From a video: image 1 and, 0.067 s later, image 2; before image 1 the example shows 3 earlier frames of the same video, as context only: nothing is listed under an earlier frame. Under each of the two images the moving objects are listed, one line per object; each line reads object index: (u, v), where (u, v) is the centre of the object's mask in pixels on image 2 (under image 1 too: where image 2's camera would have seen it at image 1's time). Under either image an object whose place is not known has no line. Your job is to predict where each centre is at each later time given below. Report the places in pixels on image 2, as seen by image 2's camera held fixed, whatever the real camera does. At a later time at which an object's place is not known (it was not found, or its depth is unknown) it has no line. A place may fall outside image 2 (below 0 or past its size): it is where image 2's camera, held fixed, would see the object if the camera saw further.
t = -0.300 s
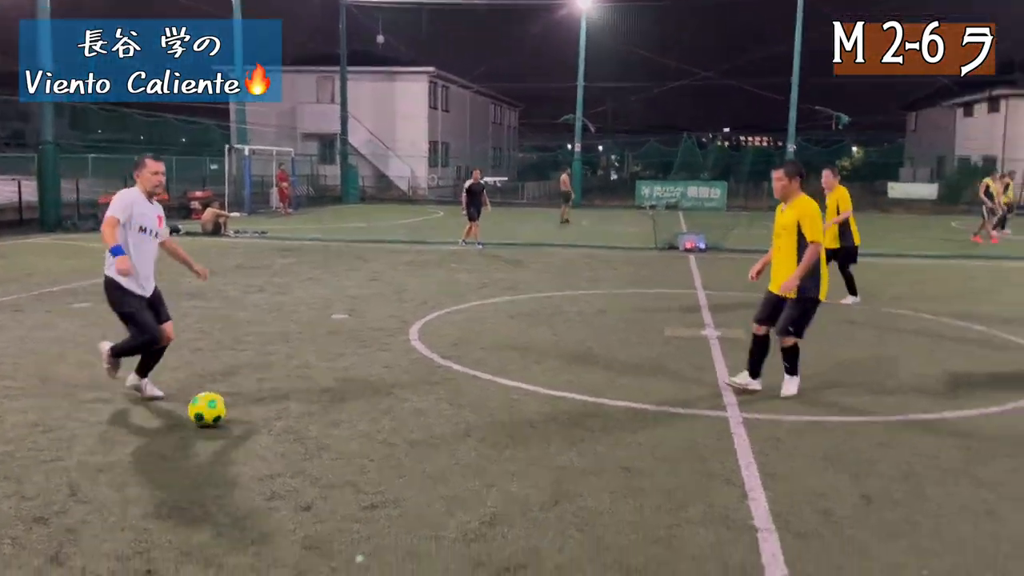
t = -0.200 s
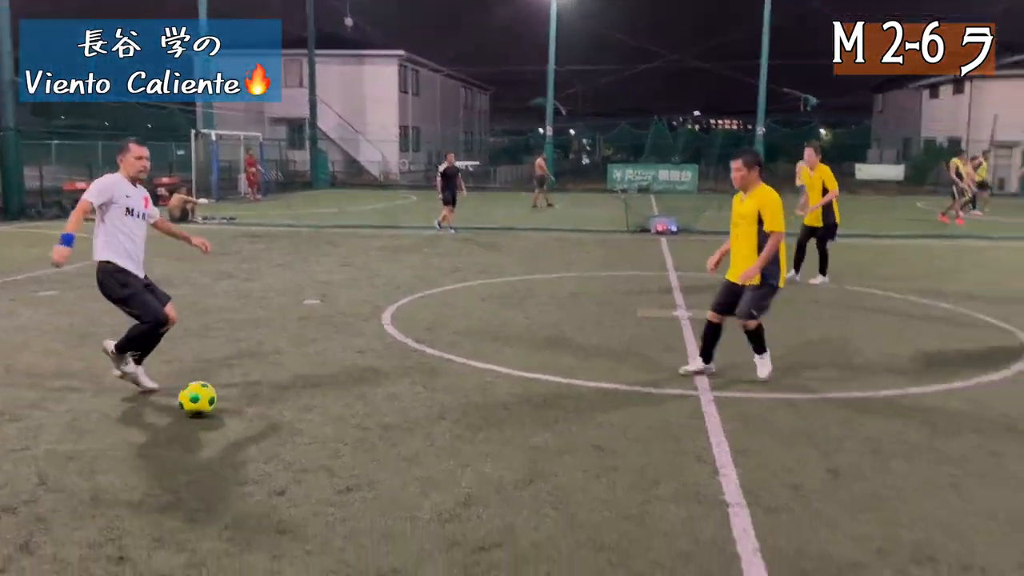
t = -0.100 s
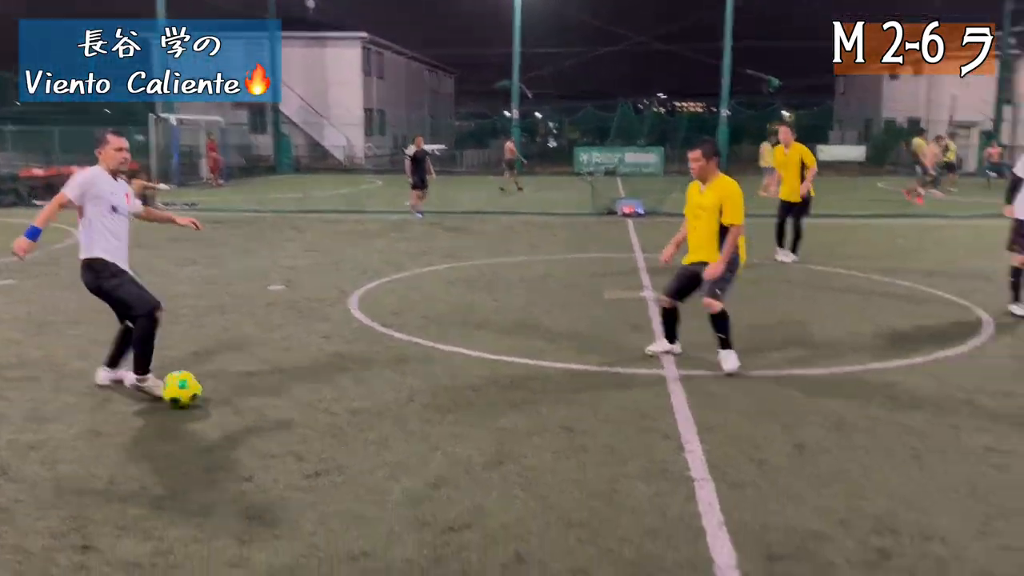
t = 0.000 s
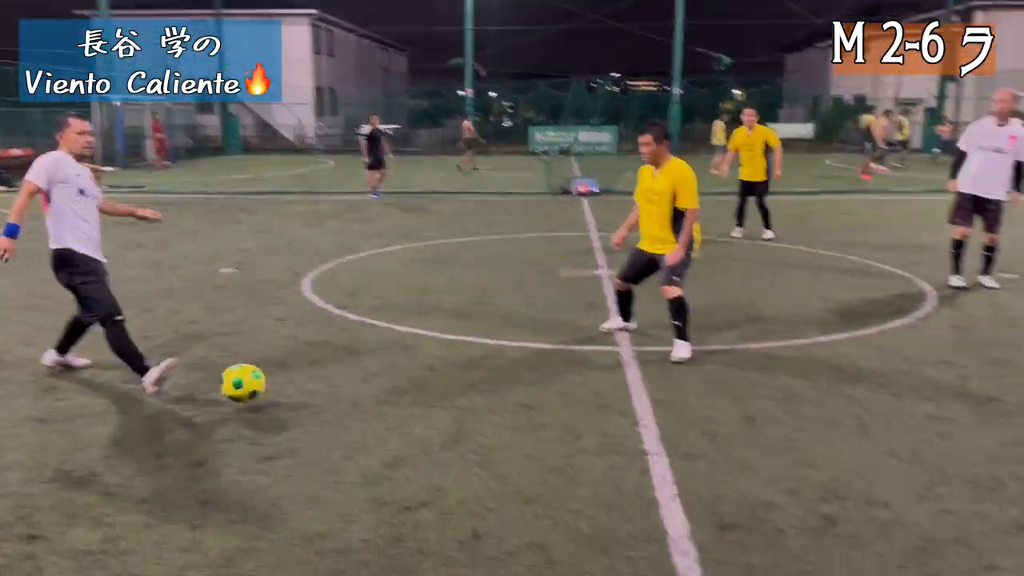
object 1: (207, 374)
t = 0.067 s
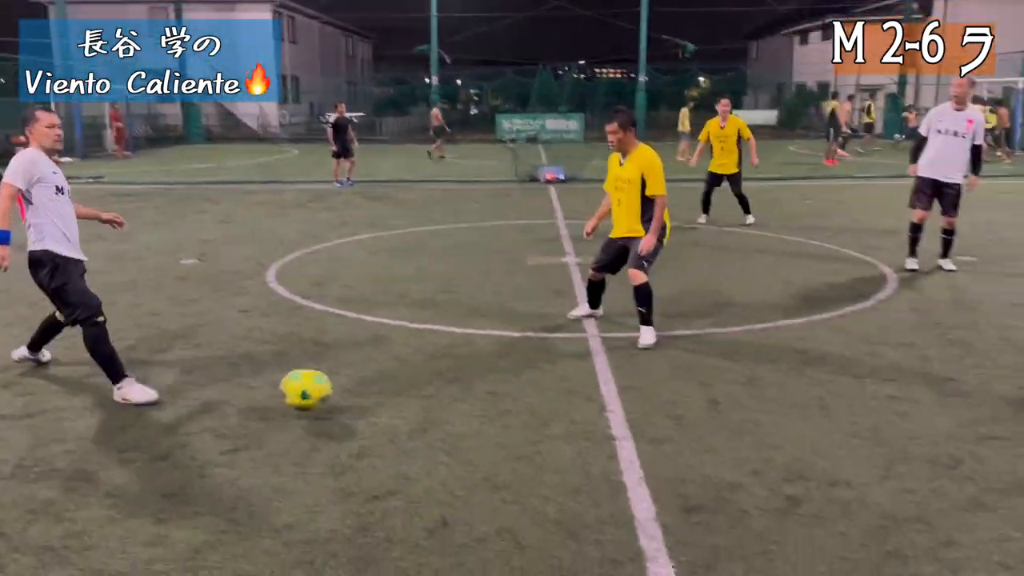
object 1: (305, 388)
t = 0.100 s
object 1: (358, 400)
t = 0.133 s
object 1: (412, 412)
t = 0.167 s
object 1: (466, 417)
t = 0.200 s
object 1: (521, 424)
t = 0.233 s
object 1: (580, 433)
